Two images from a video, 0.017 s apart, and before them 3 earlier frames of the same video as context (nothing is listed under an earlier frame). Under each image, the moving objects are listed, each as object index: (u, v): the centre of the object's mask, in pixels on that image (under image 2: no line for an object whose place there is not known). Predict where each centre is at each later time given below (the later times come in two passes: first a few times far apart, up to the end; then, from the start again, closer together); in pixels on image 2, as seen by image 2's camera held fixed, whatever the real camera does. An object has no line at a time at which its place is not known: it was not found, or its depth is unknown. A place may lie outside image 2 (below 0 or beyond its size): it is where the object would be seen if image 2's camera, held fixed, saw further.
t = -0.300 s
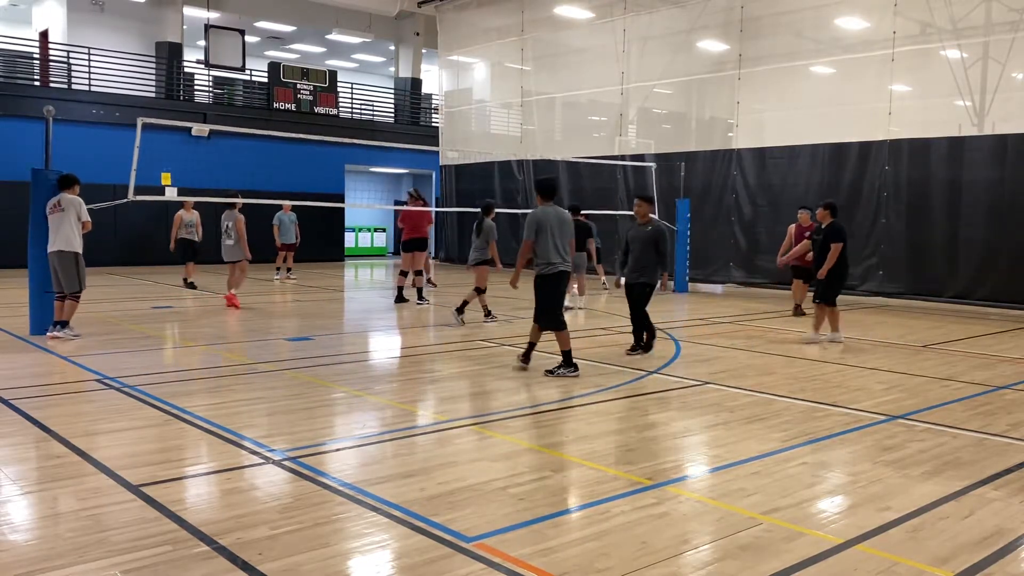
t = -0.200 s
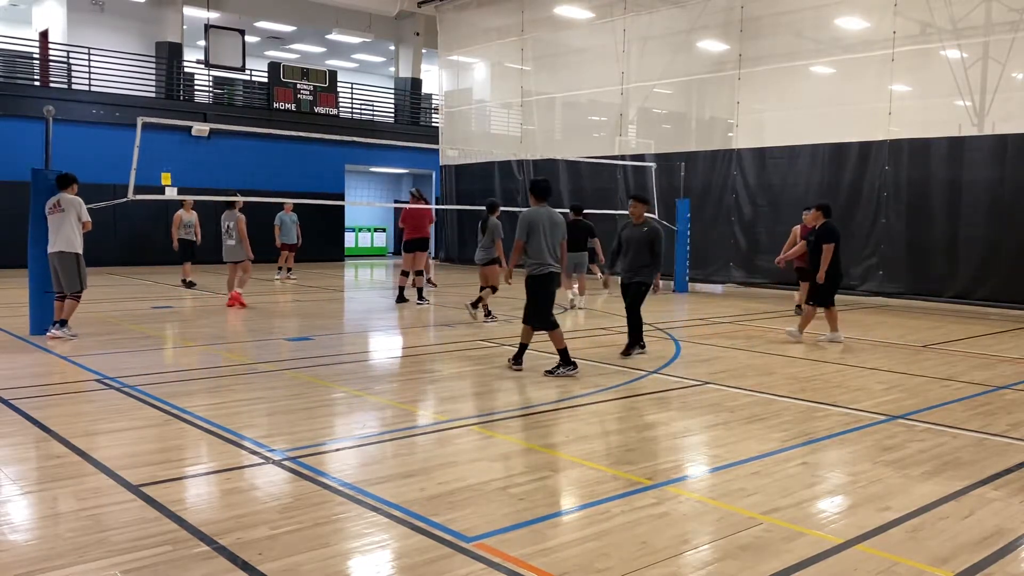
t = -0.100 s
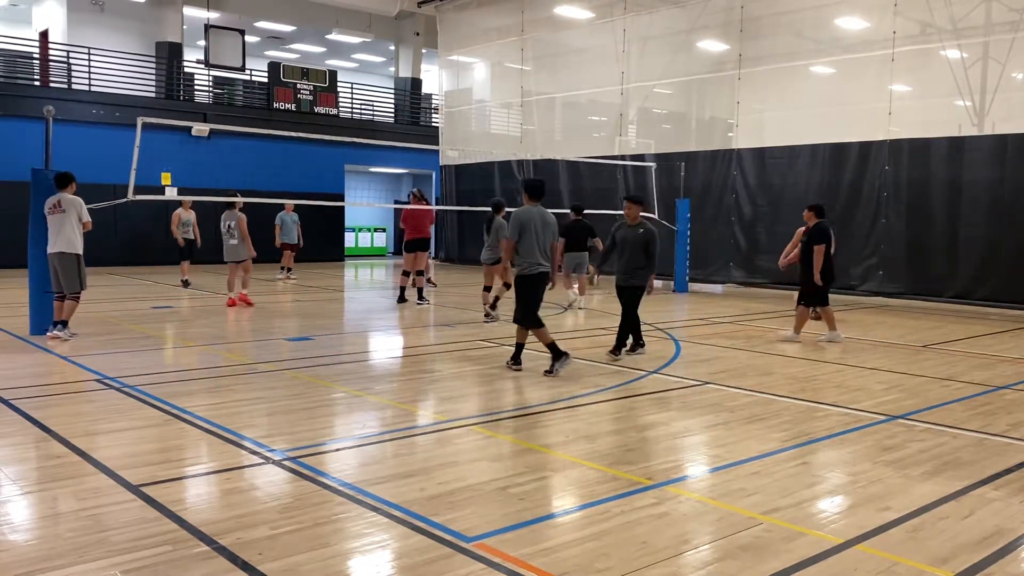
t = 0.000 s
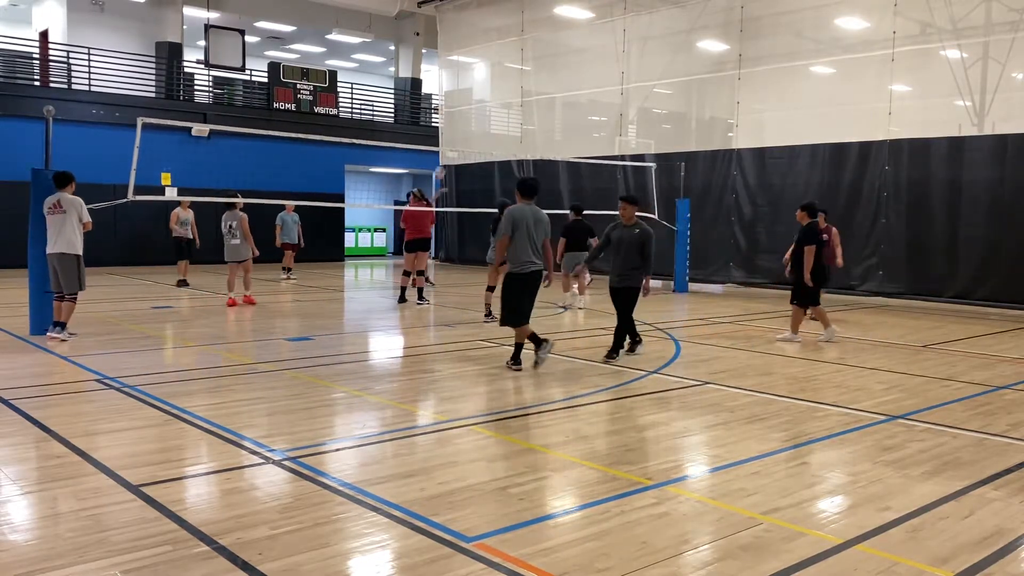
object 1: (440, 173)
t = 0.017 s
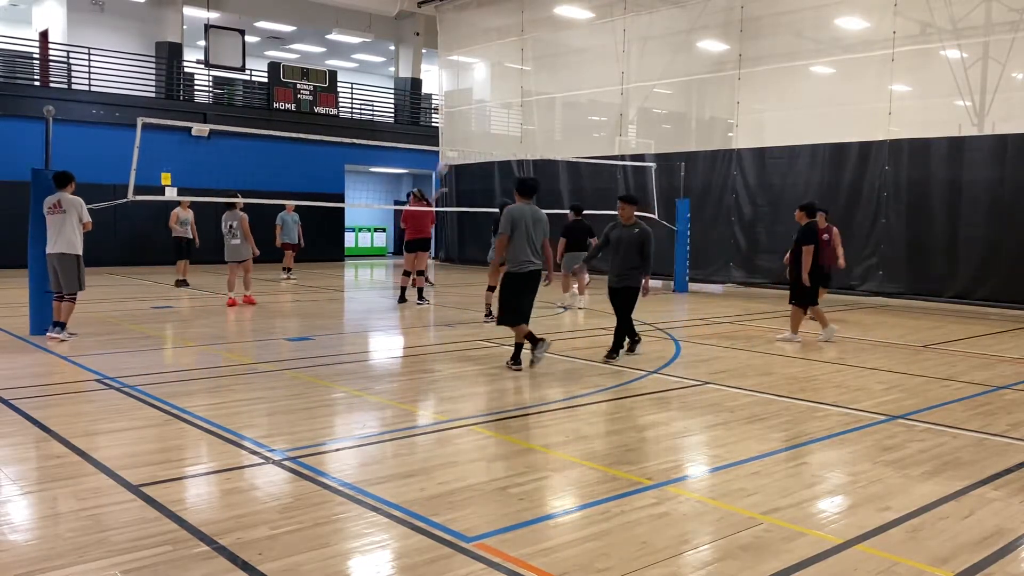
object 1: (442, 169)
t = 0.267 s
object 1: (492, 103)
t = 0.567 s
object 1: (557, 67)
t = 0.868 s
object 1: (627, 89)
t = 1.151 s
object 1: (698, 170)
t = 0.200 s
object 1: (479, 118)
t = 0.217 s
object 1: (482, 113)
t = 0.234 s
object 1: (485, 110)
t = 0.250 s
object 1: (489, 106)
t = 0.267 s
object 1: (492, 103)
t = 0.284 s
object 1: (496, 100)
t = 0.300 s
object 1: (500, 97)
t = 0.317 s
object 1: (503, 94)
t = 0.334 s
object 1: (506, 91)
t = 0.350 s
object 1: (510, 88)
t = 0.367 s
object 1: (513, 86)
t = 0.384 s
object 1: (517, 83)
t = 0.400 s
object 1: (520, 81)
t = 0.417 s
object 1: (523, 79)
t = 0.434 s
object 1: (527, 76)
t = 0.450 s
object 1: (531, 75)
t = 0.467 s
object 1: (535, 73)
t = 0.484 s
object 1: (538, 72)
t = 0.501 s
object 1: (542, 71)
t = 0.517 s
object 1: (546, 70)
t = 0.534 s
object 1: (549, 69)
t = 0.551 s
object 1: (553, 69)
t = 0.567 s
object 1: (557, 67)
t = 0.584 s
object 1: (561, 67)
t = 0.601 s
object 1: (564, 67)
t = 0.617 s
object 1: (568, 67)
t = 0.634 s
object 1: (572, 67)
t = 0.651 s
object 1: (576, 67)
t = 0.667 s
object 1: (580, 68)
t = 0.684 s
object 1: (584, 68)
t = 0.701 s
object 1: (588, 69)
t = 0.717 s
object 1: (591, 71)
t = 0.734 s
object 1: (596, 72)
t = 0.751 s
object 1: (599, 74)
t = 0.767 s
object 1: (603, 75)
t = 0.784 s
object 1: (607, 77)
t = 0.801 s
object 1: (611, 79)
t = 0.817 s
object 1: (615, 81)
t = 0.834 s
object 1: (619, 84)
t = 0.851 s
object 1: (623, 87)
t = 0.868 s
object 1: (627, 89)
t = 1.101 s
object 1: (685, 153)
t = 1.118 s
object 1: (690, 158)
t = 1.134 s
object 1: (693, 163)
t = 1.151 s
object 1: (698, 170)
